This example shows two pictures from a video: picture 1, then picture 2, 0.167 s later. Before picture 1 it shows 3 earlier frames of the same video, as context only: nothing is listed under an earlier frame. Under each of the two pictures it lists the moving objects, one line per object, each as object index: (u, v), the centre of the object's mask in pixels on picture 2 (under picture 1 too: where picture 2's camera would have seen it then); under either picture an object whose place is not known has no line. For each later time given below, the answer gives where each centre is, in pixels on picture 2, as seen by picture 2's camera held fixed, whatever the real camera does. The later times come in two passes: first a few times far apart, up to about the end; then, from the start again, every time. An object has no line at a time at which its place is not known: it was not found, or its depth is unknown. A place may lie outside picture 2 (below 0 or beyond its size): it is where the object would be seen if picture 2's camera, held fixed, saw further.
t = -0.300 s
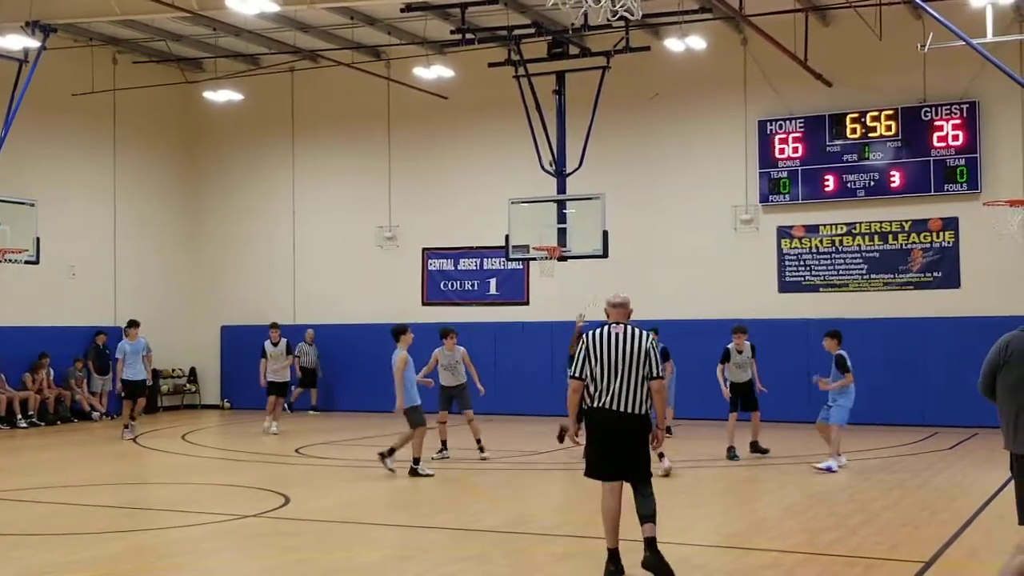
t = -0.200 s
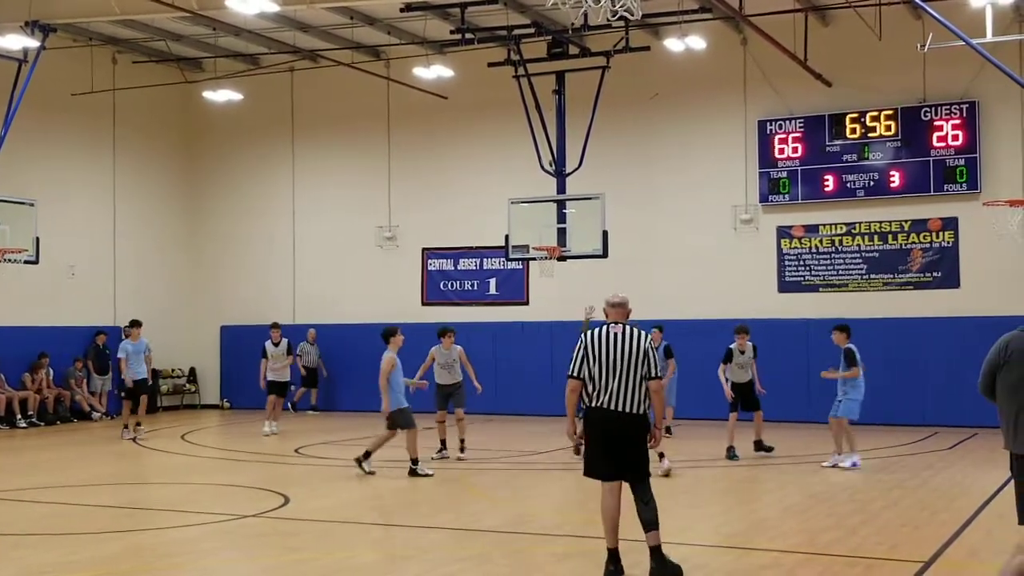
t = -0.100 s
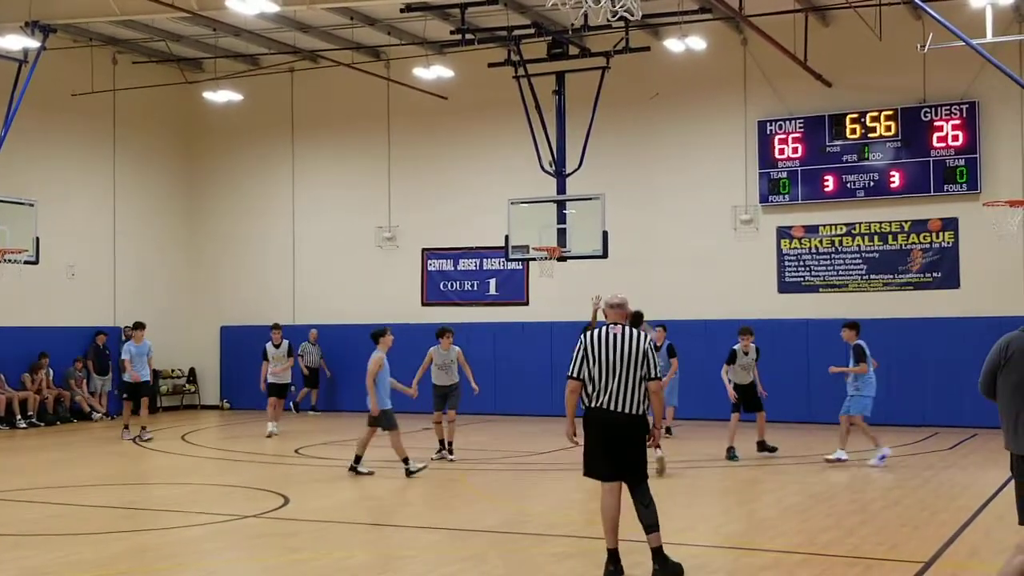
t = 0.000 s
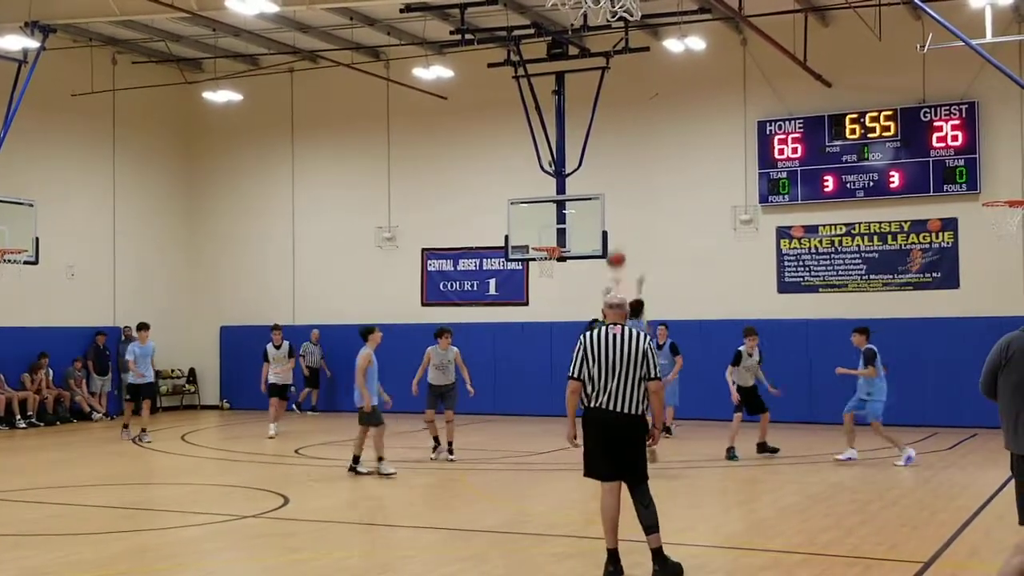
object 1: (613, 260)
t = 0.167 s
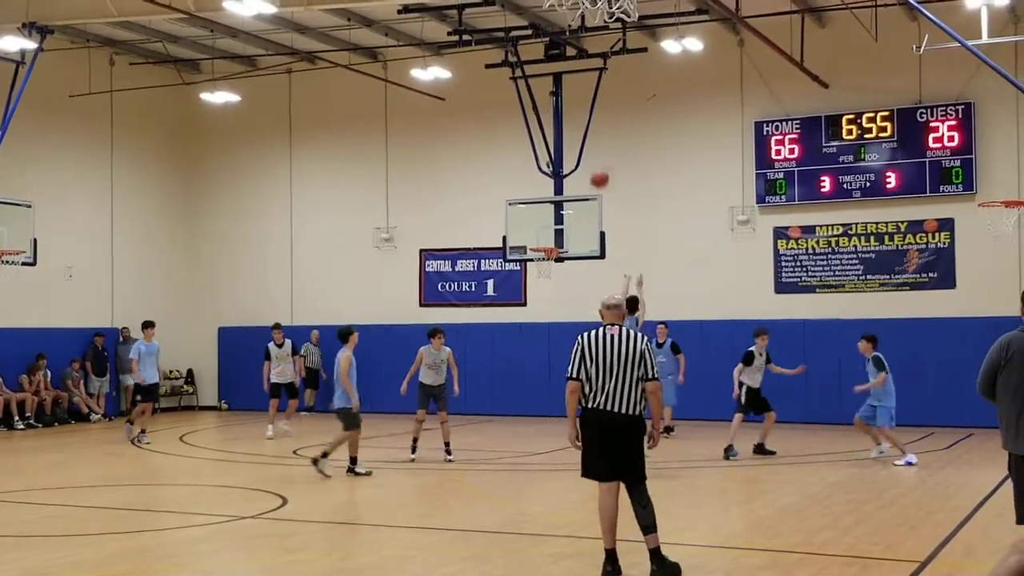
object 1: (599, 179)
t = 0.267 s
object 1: (593, 145)
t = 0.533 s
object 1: (576, 93)
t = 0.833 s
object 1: (560, 96)
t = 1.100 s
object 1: (550, 147)
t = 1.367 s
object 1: (542, 231)
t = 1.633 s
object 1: (532, 218)
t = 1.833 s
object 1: (525, 221)
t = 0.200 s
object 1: (597, 167)
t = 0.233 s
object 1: (595, 156)
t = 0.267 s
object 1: (593, 145)
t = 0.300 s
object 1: (591, 135)
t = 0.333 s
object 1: (588, 126)
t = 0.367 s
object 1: (586, 119)
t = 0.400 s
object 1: (584, 112)
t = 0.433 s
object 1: (582, 105)
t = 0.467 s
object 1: (580, 100)
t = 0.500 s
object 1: (578, 96)
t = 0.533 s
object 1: (576, 93)
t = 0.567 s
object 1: (574, 89)
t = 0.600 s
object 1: (572, 87)
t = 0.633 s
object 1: (570, 85)
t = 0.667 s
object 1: (568, 85)
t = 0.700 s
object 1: (567, 86)
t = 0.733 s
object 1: (565, 88)
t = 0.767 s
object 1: (564, 91)
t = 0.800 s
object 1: (563, 93)
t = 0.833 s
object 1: (560, 96)
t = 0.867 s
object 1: (559, 101)
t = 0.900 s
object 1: (557, 106)
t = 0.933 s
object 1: (556, 112)
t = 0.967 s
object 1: (555, 118)
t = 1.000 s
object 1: (554, 124)
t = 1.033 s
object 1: (552, 131)
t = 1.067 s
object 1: (551, 139)
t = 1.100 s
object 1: (550, 147)
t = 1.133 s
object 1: (548, 156)
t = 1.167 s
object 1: (548, 165)
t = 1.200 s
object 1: (547, 174)
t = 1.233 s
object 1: (545, 185)
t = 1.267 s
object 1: (544, 196)
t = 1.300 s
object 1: (543, 207)
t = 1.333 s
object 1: (543, 218)
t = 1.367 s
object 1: (542, 231)
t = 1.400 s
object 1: (541, 242)
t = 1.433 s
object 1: (540, 238)
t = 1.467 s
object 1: (538, 233)
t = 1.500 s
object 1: (537, 229)
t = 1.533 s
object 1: (536, 225)
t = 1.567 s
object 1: (535, 222)
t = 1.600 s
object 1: (533, 220)
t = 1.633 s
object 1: (532, 218)
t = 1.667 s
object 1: (531, 217)
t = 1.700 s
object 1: (530, 216)
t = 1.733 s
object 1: (529, 216)
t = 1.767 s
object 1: (527, 217)
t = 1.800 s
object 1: (526, 219)
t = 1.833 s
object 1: (525, 221)
